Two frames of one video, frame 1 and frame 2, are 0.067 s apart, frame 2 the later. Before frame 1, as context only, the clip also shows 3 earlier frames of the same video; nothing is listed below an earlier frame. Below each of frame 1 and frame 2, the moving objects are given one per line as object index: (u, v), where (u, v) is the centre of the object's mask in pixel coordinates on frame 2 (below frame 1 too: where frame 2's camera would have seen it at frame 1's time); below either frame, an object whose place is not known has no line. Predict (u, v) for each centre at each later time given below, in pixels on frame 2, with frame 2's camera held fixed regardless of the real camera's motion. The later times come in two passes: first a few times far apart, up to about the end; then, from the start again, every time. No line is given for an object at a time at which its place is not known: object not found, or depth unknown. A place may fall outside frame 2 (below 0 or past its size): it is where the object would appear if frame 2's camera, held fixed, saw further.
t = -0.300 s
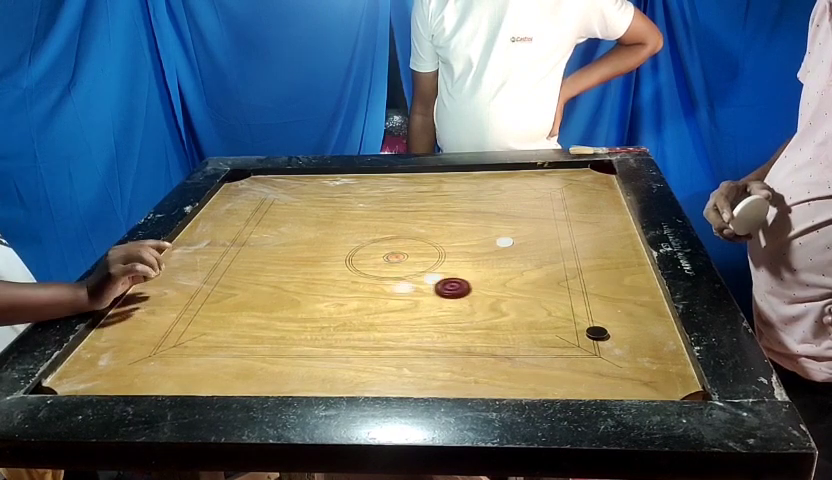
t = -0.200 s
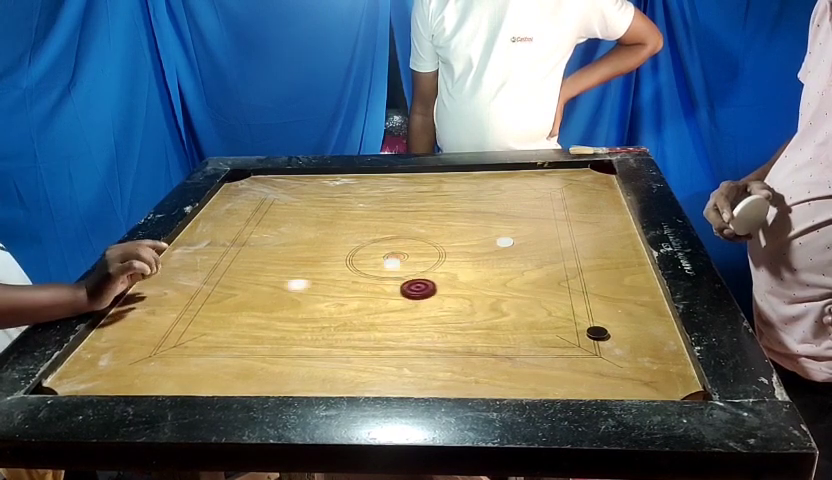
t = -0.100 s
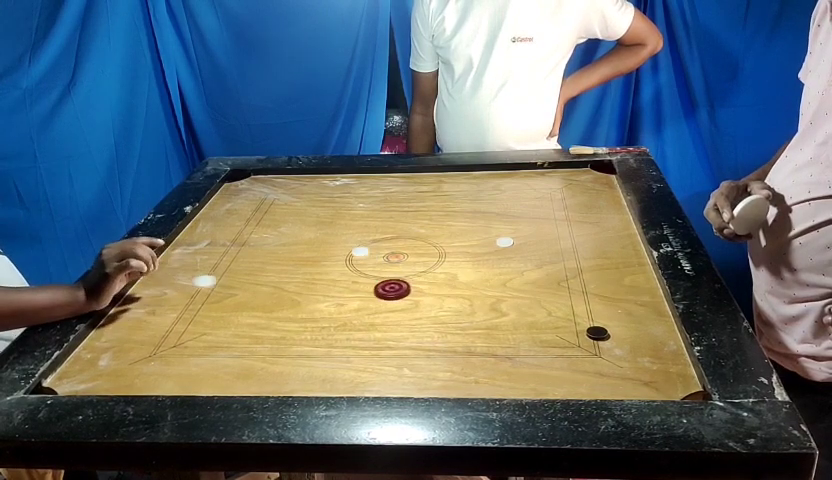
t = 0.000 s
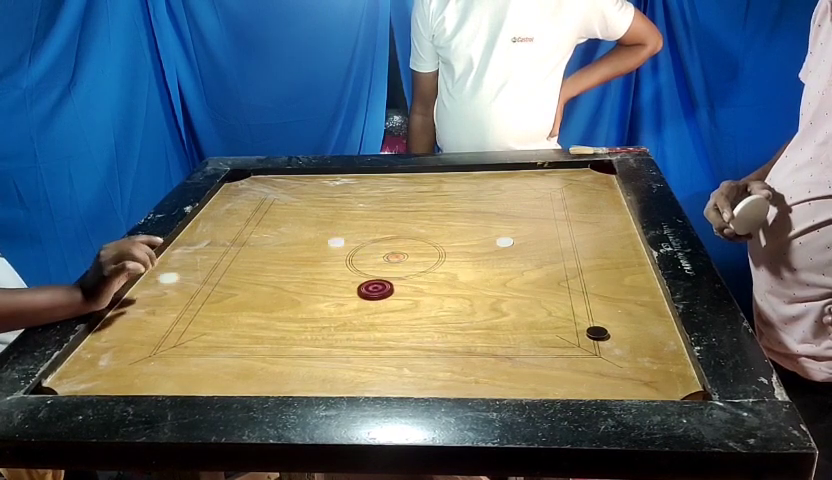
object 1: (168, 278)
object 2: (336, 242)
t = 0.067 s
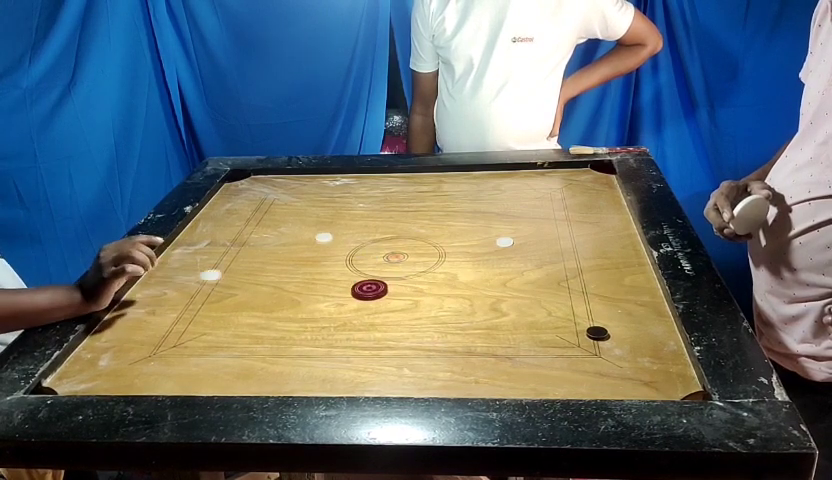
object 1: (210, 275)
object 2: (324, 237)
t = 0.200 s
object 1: (286, 271)
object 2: (307, 231)
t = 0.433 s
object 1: (377, 264)
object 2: (300, 227)
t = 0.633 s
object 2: (300, 227)
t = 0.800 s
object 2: (300, 227)
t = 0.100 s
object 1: (230, 274)
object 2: (318, 235)
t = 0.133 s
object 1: (249, 273)
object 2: (314, 233)
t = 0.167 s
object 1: (268, 272)
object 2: (310, 232)
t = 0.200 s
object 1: (286, 271)
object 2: (307, 231)
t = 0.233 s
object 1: (301, 270)
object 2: (304, 230)
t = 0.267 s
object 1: (317, 269)
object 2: (302, 228)
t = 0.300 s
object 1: (332, 267)
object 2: (300, 228)
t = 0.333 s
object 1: (346, 266)
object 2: (300, 227)
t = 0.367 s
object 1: (358, 266)
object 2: (300, 227)
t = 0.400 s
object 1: (368, 265)
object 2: (300, 227)
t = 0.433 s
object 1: (377, 264)
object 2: (300, 227)
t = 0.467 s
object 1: (386, 264)
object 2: (300, 227)
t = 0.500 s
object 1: (395, 263)
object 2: (300, 227)
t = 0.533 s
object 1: (402, 263)
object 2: (300, 227)
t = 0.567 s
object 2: (300, 227)
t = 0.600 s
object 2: (300, 227)
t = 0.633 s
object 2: (300, 227)
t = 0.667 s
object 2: (300, 227)
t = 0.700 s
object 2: (300, 227)
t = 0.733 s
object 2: (300, 227)
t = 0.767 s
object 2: (300, 227)
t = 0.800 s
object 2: (300, 227)
